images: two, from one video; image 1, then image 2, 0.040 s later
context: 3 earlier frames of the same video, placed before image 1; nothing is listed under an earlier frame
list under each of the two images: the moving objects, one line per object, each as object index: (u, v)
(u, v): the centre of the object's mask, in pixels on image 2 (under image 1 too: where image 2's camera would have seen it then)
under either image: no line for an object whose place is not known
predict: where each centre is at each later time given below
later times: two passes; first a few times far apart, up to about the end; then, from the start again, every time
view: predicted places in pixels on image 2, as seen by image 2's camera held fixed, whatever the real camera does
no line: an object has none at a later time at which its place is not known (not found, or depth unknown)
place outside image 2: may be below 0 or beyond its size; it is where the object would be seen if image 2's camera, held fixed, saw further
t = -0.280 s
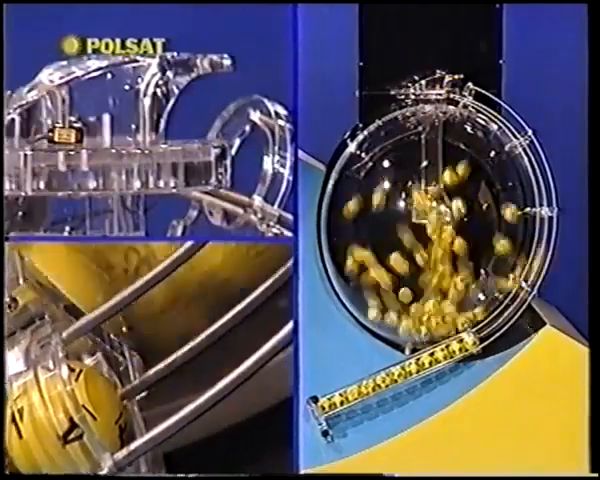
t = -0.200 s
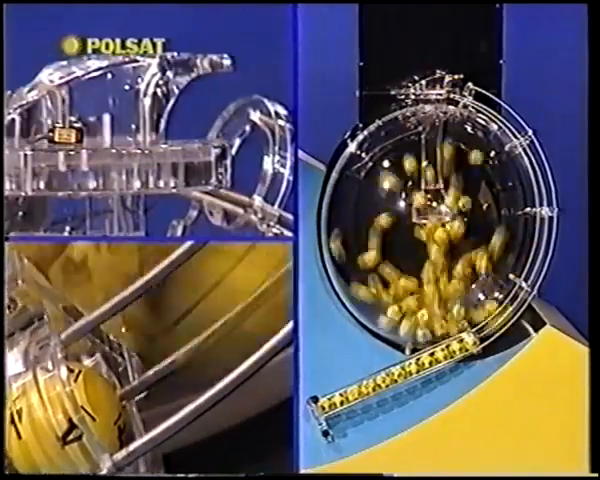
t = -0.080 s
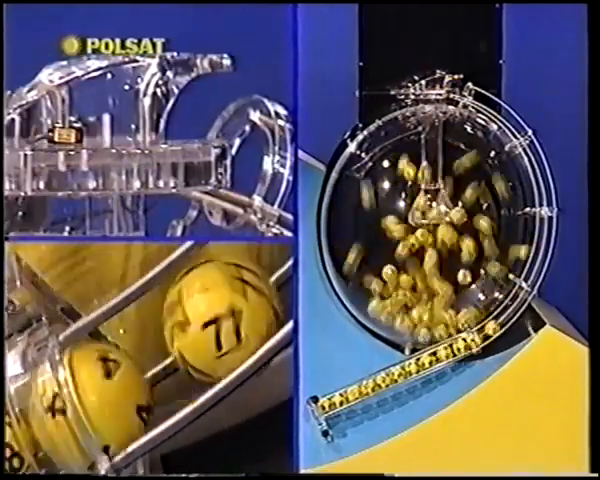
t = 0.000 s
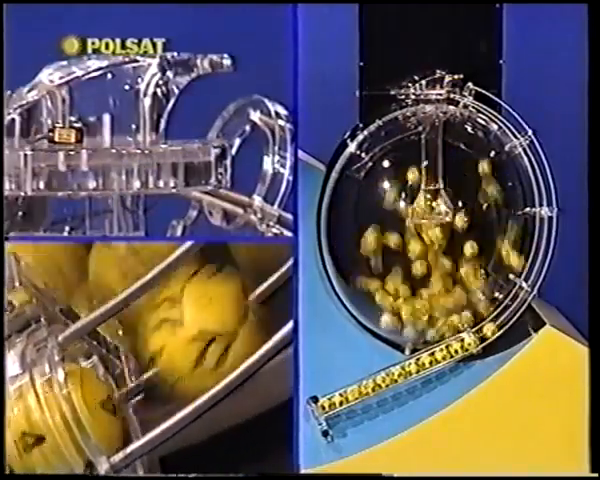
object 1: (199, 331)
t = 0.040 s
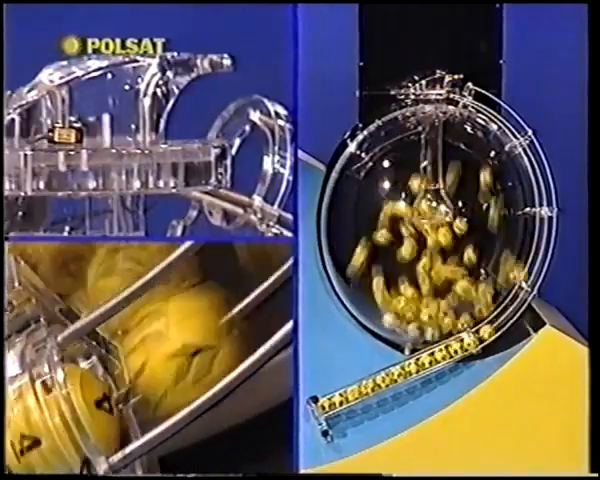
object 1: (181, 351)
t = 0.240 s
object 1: (156, 364)
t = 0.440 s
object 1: (153, 364)
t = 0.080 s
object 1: (159, 362)
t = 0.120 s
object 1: (158, 362)
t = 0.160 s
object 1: (158, 363)
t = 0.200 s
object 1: (157, 363)
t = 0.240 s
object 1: (156, 364)
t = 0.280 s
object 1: (156, 364)
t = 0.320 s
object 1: (155, 364)
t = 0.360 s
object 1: (154, 364)
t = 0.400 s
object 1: (154, 364)
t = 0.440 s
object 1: (153, 364)
